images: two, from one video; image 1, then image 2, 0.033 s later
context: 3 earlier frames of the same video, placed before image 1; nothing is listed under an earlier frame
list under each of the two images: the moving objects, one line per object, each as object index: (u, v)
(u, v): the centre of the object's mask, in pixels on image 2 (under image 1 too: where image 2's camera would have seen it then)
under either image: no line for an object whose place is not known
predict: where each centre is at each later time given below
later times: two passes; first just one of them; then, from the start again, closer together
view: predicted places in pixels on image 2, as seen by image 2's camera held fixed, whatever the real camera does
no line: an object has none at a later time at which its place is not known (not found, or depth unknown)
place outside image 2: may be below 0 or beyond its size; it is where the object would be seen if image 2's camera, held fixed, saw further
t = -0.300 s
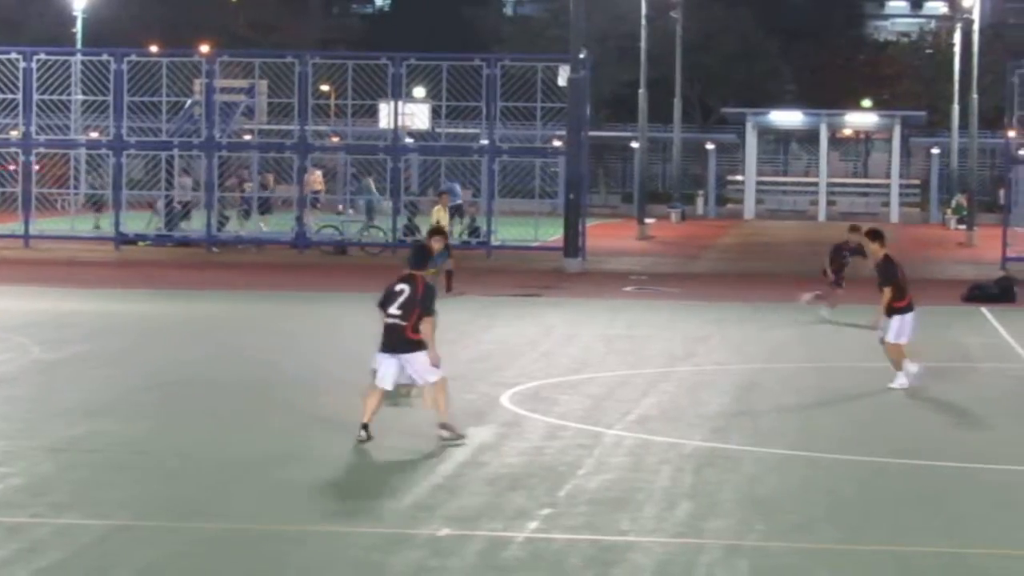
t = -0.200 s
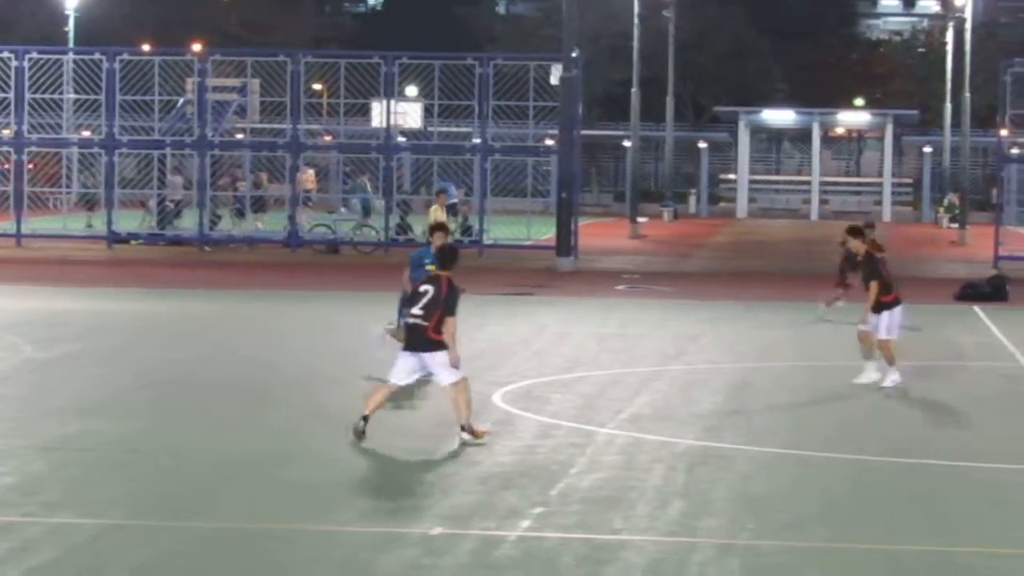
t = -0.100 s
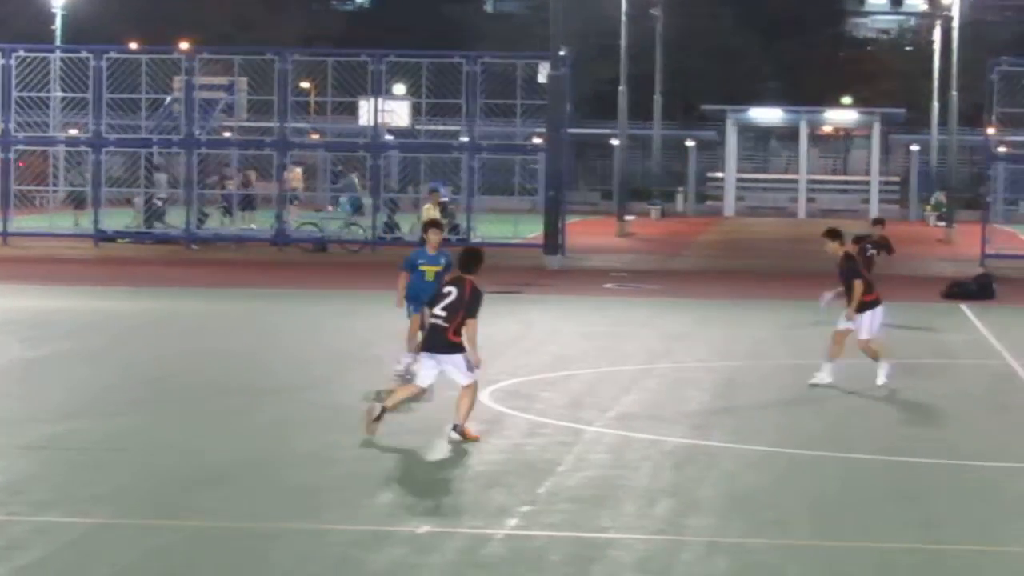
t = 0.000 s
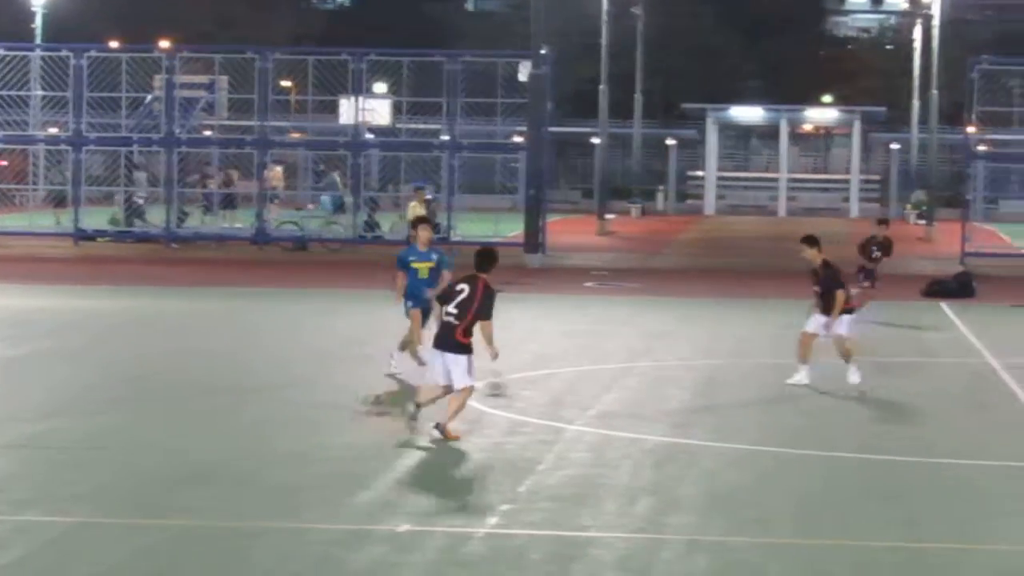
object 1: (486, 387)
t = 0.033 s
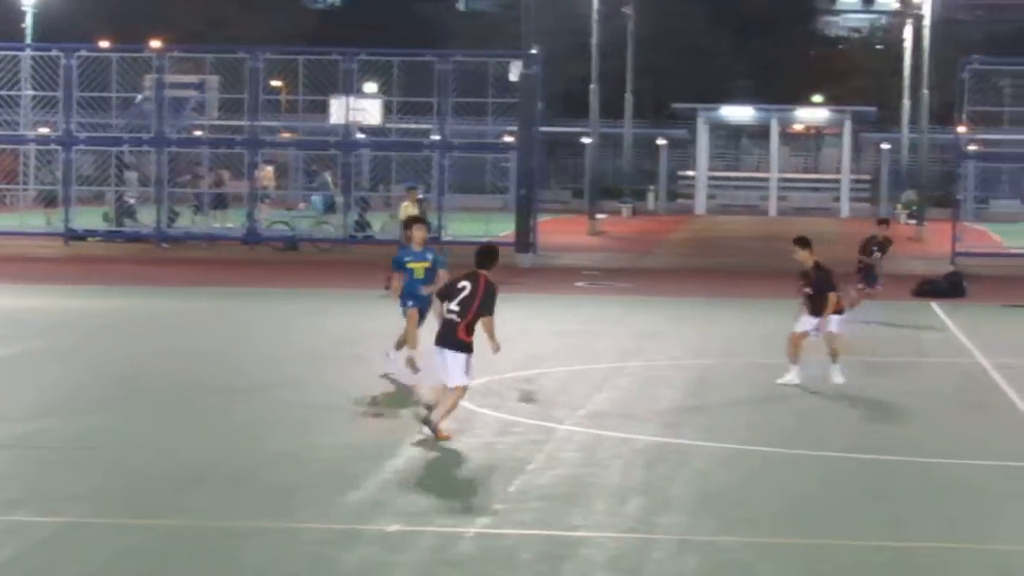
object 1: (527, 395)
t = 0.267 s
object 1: (813, 421)
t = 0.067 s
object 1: (567, 393)
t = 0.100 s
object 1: (606, 402)
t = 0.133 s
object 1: (649, 402)
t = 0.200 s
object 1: (738, 415)
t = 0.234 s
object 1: (772, 416)
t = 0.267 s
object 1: (813, 421)
